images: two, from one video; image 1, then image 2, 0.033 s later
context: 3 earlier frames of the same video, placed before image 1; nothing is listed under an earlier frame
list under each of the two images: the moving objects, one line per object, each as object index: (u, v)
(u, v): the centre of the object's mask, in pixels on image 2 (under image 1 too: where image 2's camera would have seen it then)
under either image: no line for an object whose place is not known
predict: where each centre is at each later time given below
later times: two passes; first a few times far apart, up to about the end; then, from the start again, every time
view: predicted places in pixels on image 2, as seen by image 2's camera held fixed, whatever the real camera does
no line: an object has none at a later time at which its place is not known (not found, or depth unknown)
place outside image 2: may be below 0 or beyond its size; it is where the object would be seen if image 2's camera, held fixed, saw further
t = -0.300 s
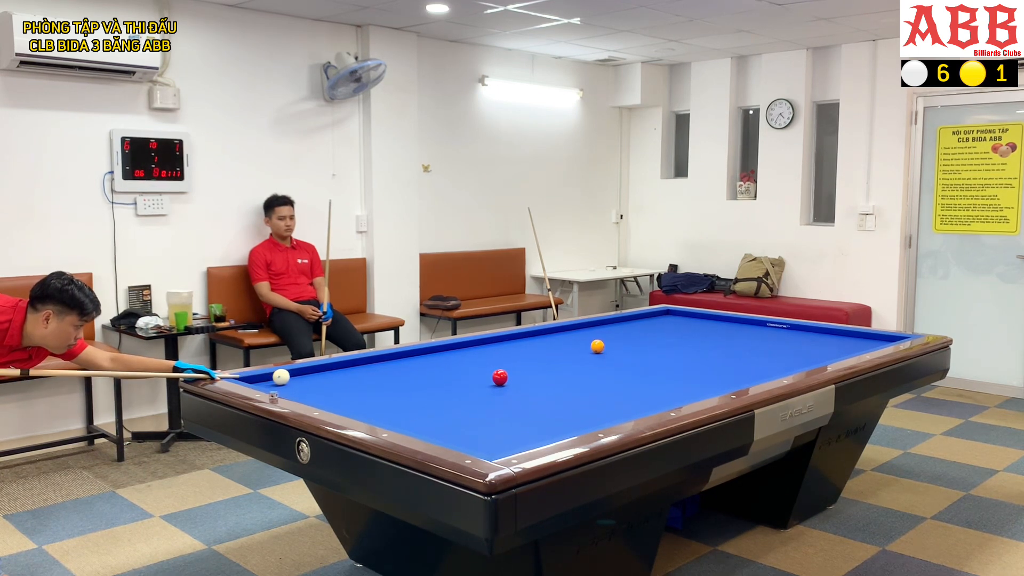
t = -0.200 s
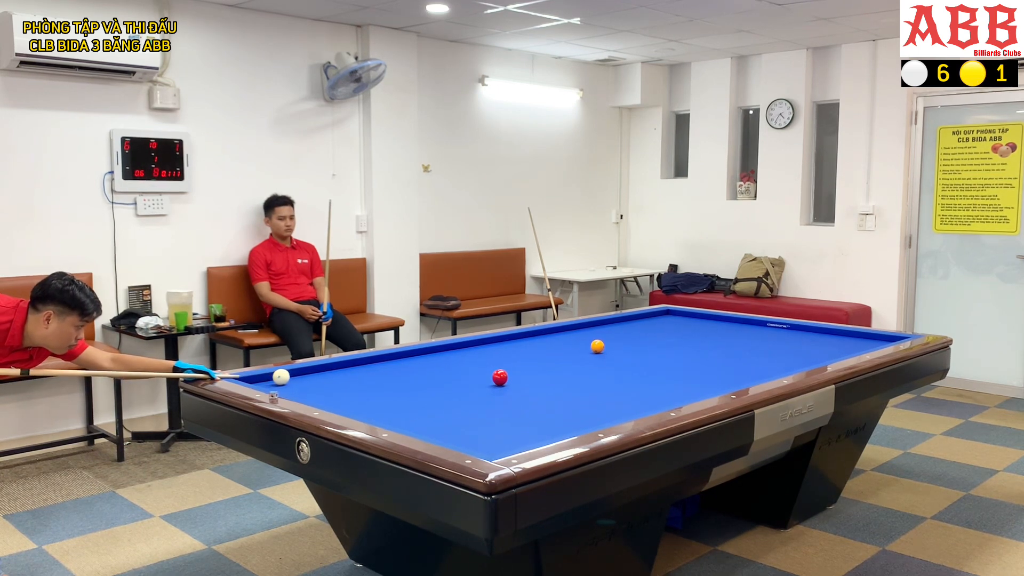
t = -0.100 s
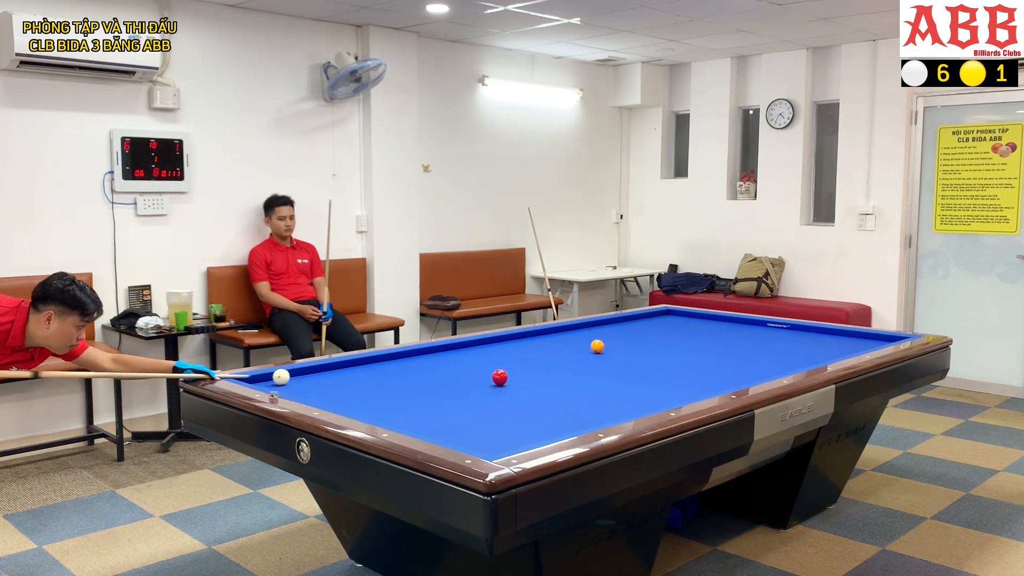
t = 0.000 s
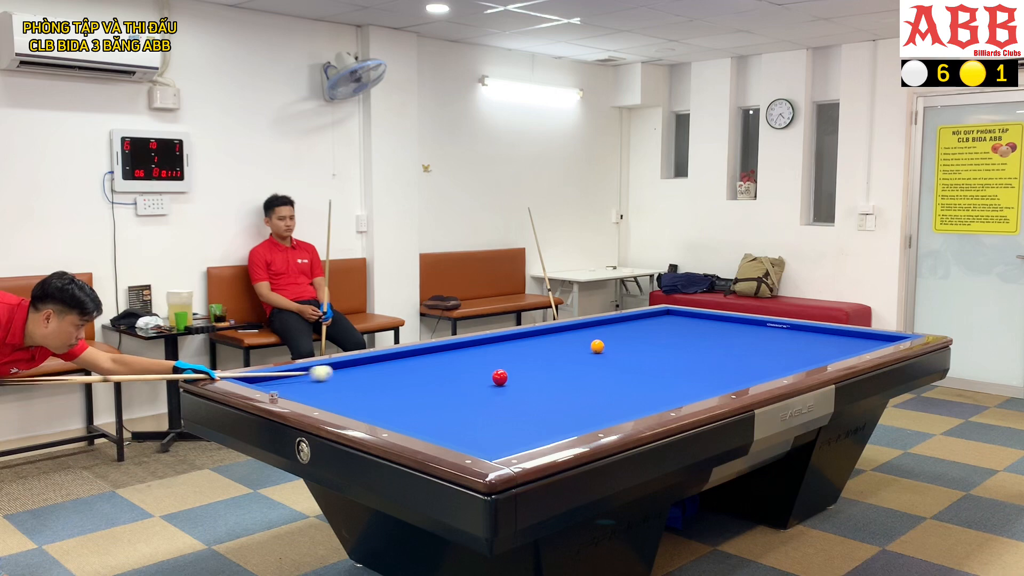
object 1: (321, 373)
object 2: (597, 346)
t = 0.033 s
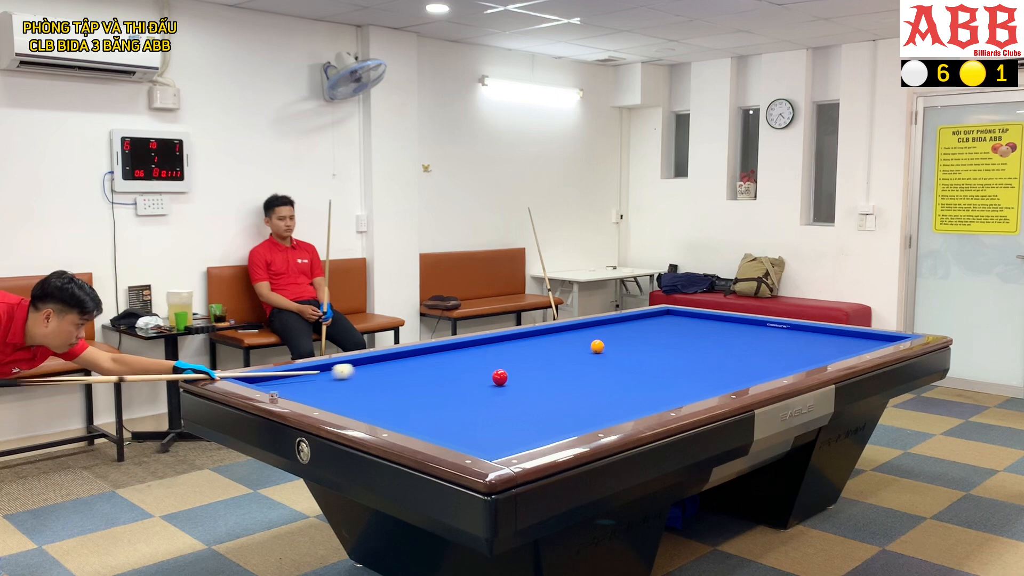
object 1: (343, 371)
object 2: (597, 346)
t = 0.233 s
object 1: (455, 361)
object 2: (597, 346)
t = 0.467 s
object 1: (553, 352)
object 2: (597, 346)
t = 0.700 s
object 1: (636, 349)
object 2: (602, 342)
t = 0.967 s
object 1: (727, 350)
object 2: (610, 334)
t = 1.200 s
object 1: (806, 350)
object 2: (616, 328)
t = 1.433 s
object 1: (858, 346)
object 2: (622, 323)
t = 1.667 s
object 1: (856, 335)
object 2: (627, 318)
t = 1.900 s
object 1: (815, 333)
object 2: (646, 316)
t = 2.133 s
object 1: (763, 332)
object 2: (667, 315)
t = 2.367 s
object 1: (713, 332)
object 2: (686, 314)
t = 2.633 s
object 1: (656, 331)
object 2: (693, 315)
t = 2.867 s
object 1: (608, 331)
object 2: (694, 317)
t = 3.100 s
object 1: (561, 331)
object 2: (696, 320)
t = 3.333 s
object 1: (538, 334)
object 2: (697, 322)
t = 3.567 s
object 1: (532, 340)
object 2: (698, 324)
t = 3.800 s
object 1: (525, 347)
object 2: (699, 327)
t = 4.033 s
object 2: (700, 329)
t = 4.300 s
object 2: (702, 332)
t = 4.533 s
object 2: (703, 334)
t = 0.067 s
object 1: (364, 369)
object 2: (597, 346)
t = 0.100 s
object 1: (384, 368)
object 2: (597, 346)
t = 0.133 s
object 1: (403, 366)
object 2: (597, 346)
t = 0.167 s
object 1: (421, 364)
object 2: (597, 346)
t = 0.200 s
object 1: (438, 363)
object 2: (597, 346)
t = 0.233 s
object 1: (455, 361)
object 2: (597, 346)
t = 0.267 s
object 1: (470, 360)
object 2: (597, 346)
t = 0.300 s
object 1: (486, 358)
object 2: (597, 346)
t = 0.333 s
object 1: (500, 357)
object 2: (597, 346)
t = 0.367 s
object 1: (513, 356)
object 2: (597, 346)
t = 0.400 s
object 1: (527, 355)
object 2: (597, 346)
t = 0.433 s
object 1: (541, 353)
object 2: (597, 346)
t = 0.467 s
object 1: (553, 352)
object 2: (597, 346)
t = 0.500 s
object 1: (567, 351)
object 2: (597, 346)
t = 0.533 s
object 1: (579, 350)
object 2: (597, 346)
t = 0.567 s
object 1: (591, 349)
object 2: (600, 345)
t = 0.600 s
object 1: (604, 349)
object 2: (596, 343)
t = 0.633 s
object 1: (614, 349)
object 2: (600, 344)
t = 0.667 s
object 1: (625, 349)
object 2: (601, 343)
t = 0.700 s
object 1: (636, 349)
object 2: (602, 342)
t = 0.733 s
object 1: (647, 350)
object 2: (604, 340)
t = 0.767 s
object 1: (658, 350)
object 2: (605, 339)
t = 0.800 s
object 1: (670, 350)
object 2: (606, 338)
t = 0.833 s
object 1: (681, 350)
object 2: (607, 338)
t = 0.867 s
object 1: (693, 350)
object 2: (608, 337)
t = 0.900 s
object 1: (704, 350)
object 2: (609, 336)
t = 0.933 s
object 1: (716, 350)
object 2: (609, 335)
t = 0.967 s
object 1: (727, 350)
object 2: (610, 334)
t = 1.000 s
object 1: (738, 350)
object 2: (611, 333)
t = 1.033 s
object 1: (750, 350)
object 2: (612, 332)
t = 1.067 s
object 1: (761, 350)
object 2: (613, 331)
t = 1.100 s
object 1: (772, 350)
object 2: (614, 330)
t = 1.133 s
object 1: (783, 350)
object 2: (615, 330)
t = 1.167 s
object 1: (795, 350)
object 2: (616, 329)
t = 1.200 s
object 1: (806, 350)
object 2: (616, 328)
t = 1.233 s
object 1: (817, 350)
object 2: (617, 327)
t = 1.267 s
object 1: (829, 350)
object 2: (618, 326)
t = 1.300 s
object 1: (839, 350)
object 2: (619, 326)
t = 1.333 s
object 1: (850, 350)
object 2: (620, 325)
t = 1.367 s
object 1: (860, 348)
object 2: (620, 324)
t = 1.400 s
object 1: (859, 347)
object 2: (621, 323)
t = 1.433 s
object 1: (858, 346)
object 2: (622, 323)
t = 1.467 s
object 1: (857, 345)
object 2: (623, 322)
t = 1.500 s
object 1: (857, 343)
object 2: (623, 321)
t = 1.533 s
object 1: (856, 341)
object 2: (624, 321)
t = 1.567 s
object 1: (856, 340)
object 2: (625, 320)
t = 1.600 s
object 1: (856, 338)
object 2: (626, 319)
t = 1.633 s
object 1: (856, 337)
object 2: (626, 319)
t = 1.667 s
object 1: (856, 335)
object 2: (627, 318)
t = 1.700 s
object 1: (856, 334)
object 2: (628, 317)
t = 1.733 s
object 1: (856, 332)
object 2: (632, 317)
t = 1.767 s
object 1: (848, 332)
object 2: (635, 317)
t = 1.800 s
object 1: (839, 332)
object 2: (638, 317)
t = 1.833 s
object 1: (831, 332)
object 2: (641, 317)
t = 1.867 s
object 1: (823, 333)
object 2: (644, 317)
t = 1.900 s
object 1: (815, 333)
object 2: (646, 316)
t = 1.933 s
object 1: (807, 333)
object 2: (649, 316)
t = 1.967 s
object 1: (800, 333)
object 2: (652, 316)
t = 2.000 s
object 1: (793, 332)
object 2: (655, 316)
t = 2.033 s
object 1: (785, 332)
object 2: (658, 316)
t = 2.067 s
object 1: (778, 332)
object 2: (661, 315)
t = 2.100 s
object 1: (770, 332)
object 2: (664, 315)
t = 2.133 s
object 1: (763, 332)
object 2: (667, 315)
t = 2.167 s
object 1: (756, 332)
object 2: (669, 315)
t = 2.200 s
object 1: (749, 332)
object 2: (672, 315)
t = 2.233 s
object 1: (742, 332)
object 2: (675, 315)
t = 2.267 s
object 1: (734, 332)
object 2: (678, 314)
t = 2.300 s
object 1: (727, 332)
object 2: (680, 314)
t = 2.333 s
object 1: (720, 332)
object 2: (683, 314)
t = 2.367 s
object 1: (713, 332)
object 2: (686, 314)
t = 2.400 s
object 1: (706, 332)
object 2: (689, 314)
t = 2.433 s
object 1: (698, 332)
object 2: (691, 314)
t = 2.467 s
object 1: (691, 332)
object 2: (693, 314)
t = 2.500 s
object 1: (684, 332)
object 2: (693, 314)
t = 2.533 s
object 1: (677, 332)
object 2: (693, 314)
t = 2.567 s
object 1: (670, 332)
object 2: (693, 315)
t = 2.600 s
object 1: (663, 332)
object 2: (693, 315)
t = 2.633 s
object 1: (656, 331)
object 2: (693, 315)
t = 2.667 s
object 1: (649, 332)
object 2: (693, 316)
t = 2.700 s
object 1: (642, 331)
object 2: (694, 316)
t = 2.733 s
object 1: (635, 331)
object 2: (694, 316)
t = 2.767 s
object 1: (628, 331)
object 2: (694, 317)
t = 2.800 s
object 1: (621, 331)
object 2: (694, 317)
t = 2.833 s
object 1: (615, 331)
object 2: (694, 317)
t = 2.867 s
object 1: (608, 331)
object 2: (694, 317)
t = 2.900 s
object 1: (601, 331)
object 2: (695, 318)
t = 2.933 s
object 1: (594, 331)
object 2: (695, 318)
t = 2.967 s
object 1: (587, 331)
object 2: (695, 318)
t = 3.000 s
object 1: (581, 331)
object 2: (695, 319)
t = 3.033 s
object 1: (574, 331)
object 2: (695, 319)
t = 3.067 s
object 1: (567, 331)
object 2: (695, 319)
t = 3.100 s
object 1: (561, 331)
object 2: (696, 320)
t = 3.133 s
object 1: (554, 331)
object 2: (696, 320)
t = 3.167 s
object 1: (547, 331)
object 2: (696, 320)
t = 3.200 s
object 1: (541, 331)
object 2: (696, 321)
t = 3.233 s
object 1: (541, 332)
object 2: (696, 321)
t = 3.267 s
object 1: (540, 333)
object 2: (696, 321)
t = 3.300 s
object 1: (539, 333)
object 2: (697, 322)
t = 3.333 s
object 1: (538, 334)
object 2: (697, 322)
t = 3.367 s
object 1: (537, 335)
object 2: (697, 322)
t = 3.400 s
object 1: (537, 336)
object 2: (697, 323)
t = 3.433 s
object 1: (536, 337)
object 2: (697, 323)
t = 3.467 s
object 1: (535, 338)
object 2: (697, 323)
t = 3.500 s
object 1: (534, 339)
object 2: (697, 324)
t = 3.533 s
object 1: (533, 340)
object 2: (698, 324)
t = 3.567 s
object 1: (532, 340)
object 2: (698, 324)
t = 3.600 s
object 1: (531, 342)
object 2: (698, 325)
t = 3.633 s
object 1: (530, 342)
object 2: (698, 325)
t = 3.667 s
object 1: (529, 343)
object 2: (698, 325)
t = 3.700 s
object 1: (528, 344)
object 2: (698, 326)
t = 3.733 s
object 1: (527, 345)
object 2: (699, 326)
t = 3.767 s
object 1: (526, 346)
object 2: (699, 326)
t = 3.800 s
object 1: (525, 347)
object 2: (699, 327)
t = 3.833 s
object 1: (524, 348)
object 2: (699, 327)
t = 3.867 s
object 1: (523, 349)
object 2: (699, 327)
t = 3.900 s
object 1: (521, 350)
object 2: (699, 328)
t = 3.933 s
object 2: (700, 328)
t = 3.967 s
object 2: (700, 328)
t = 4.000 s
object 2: (700, 329)
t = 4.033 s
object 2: (700, 329)
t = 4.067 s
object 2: (700, 329)
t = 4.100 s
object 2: (700, 330)
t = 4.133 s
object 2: (701, 330)
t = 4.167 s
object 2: (701, 330)
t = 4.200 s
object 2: (701, 331)
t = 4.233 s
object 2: (701, 331)
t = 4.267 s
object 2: (701, 331)
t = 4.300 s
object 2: (702, 332)
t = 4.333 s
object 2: (702, 332)
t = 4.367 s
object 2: (702, 332)
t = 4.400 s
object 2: (702, 333)
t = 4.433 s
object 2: (702, 333)
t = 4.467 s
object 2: (702, 333)
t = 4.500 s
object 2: (703, 334)
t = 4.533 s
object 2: (703, 334)
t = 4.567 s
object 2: (703, 334)
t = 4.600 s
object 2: (703, 335)
